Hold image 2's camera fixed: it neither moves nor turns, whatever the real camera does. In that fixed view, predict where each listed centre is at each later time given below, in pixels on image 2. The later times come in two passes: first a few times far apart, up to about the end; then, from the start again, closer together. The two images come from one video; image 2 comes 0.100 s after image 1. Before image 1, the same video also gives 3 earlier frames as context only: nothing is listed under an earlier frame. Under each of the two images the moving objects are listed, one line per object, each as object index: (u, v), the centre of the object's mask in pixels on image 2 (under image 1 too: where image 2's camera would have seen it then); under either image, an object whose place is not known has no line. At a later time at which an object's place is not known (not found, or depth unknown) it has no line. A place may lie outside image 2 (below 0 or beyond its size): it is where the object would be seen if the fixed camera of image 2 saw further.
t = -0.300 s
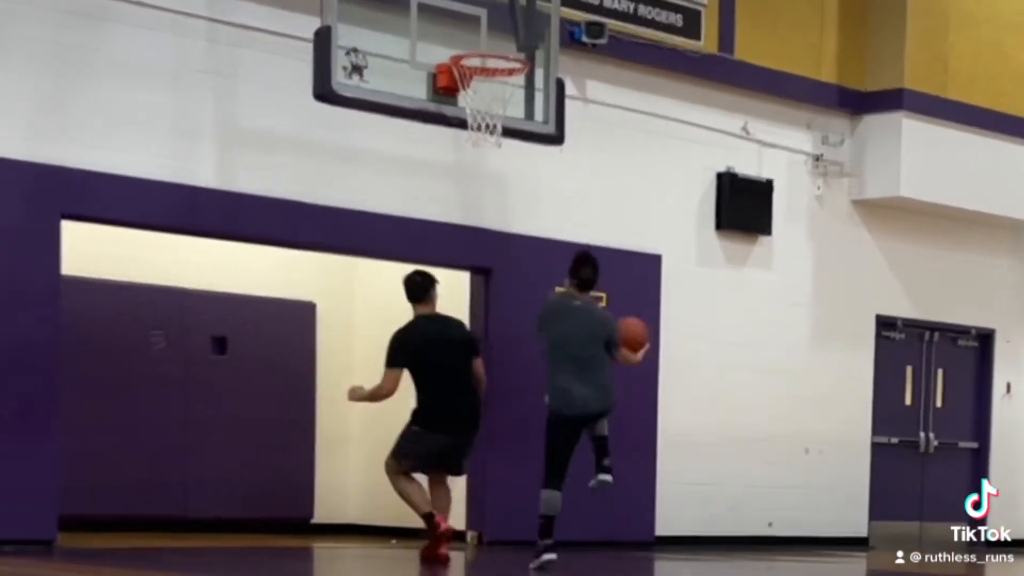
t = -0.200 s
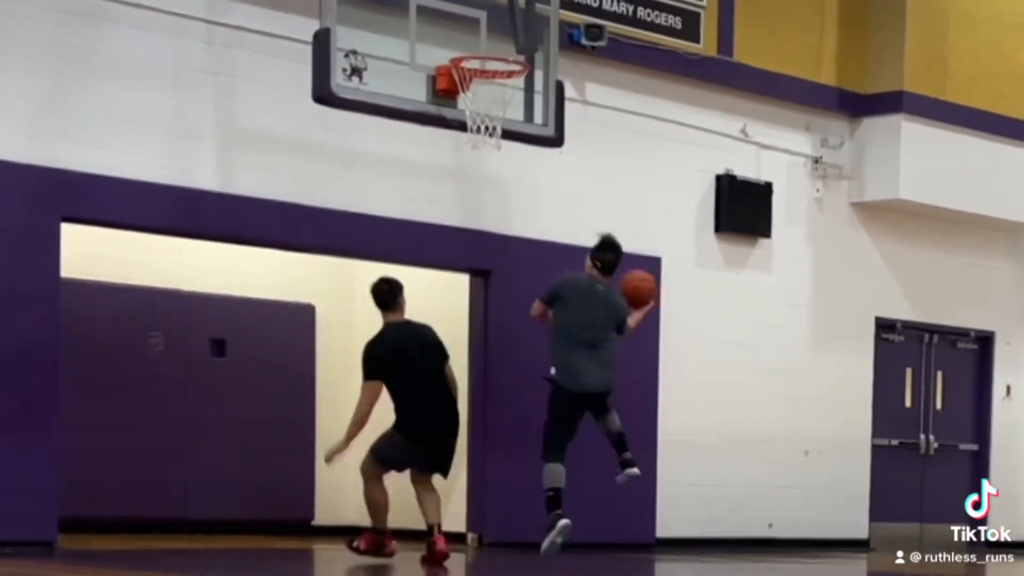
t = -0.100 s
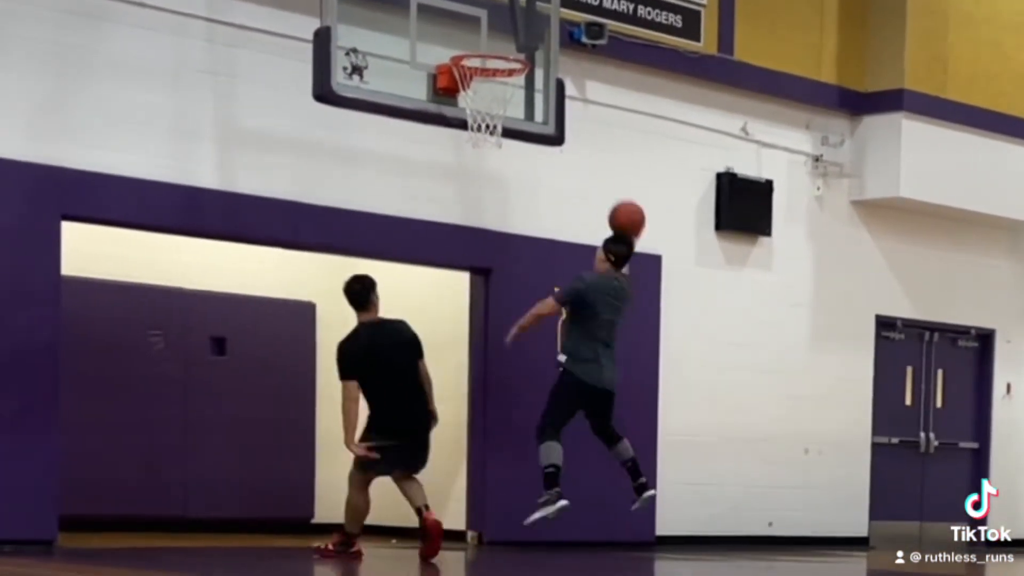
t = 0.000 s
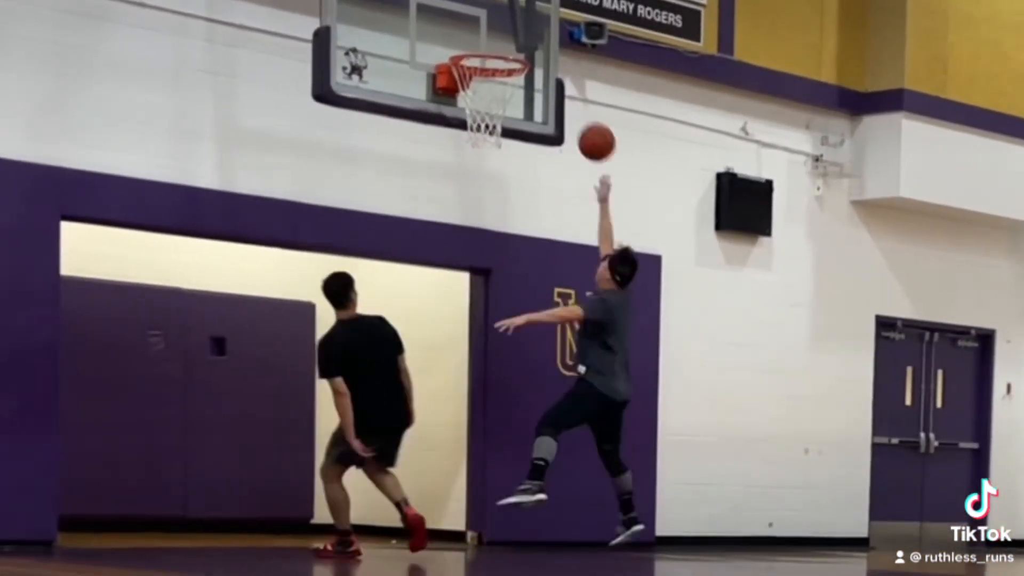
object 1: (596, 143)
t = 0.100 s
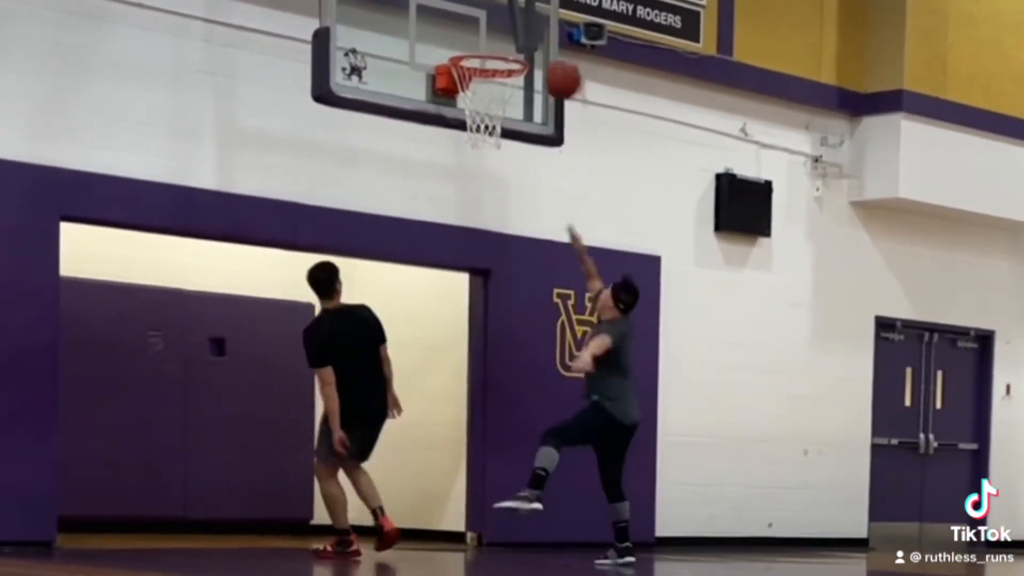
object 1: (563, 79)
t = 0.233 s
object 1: (518, 21)
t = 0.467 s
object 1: (507, 8)
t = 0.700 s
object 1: (495, 51)
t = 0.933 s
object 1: (482, 82)
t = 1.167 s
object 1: (494, 114)
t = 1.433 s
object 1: (499, 216)
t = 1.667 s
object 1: (502, 396)
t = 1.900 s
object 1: (504, 480)
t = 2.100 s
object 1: (503, 359)
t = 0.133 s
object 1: (551, 62)
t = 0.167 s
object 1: (540, 46)
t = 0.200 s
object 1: (529, 32)
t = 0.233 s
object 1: (518, 21)
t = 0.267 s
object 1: (510, 14)
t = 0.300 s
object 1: (509, 10)
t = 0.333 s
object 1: (509, 9)
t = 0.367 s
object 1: (509, 7)
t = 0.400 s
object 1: (509, 6)
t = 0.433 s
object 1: (508, 7)
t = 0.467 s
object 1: (507, 8)
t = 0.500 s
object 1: (506, 10)
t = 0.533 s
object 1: (506, 13)
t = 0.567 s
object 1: (505, 18)
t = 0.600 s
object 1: (504, 27)
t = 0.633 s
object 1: (505, 39)
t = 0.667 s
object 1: (502, 49)
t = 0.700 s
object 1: (495, 51)
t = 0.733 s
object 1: (488, 56)
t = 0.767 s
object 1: (484, 60)
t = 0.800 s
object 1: (476, 68)
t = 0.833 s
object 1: (477, 70)
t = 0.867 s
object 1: (478, 73)
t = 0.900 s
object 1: (481, 77)
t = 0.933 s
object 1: (482, 82)
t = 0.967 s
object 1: (487, 93)
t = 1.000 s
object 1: (489, 98)
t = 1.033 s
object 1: (489, 100)
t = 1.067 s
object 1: (490, 103)
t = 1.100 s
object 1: (492, 105)
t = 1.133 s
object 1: (492, 110)
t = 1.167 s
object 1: (494, 114)
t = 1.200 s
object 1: (495, 121)
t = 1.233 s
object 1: (495, 131)
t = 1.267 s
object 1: (496, 139)
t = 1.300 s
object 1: (497, 151)
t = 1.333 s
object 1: (497, 164)
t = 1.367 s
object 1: (498, 180)
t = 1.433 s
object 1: (499, 216)
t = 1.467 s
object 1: (500, 237)
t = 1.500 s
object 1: (500, 259)
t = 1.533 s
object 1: (500, 283)
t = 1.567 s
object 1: (502, 308)
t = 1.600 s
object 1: (501, 337)
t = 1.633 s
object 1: (501, 366)
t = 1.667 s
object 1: (502, 396)
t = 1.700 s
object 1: (502, 428)
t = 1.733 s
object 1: (503, 462)
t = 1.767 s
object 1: (503, 498)
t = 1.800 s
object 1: (503, 534)
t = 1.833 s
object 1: (503, 534)
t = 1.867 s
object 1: (503, 507)
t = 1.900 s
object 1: (504, 480)
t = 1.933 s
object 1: (504, 456)
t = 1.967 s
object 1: (503, 433)
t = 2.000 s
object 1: (504, 412)
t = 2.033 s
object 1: (503, 393)
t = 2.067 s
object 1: (502, 375)
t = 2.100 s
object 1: (503, 359)
